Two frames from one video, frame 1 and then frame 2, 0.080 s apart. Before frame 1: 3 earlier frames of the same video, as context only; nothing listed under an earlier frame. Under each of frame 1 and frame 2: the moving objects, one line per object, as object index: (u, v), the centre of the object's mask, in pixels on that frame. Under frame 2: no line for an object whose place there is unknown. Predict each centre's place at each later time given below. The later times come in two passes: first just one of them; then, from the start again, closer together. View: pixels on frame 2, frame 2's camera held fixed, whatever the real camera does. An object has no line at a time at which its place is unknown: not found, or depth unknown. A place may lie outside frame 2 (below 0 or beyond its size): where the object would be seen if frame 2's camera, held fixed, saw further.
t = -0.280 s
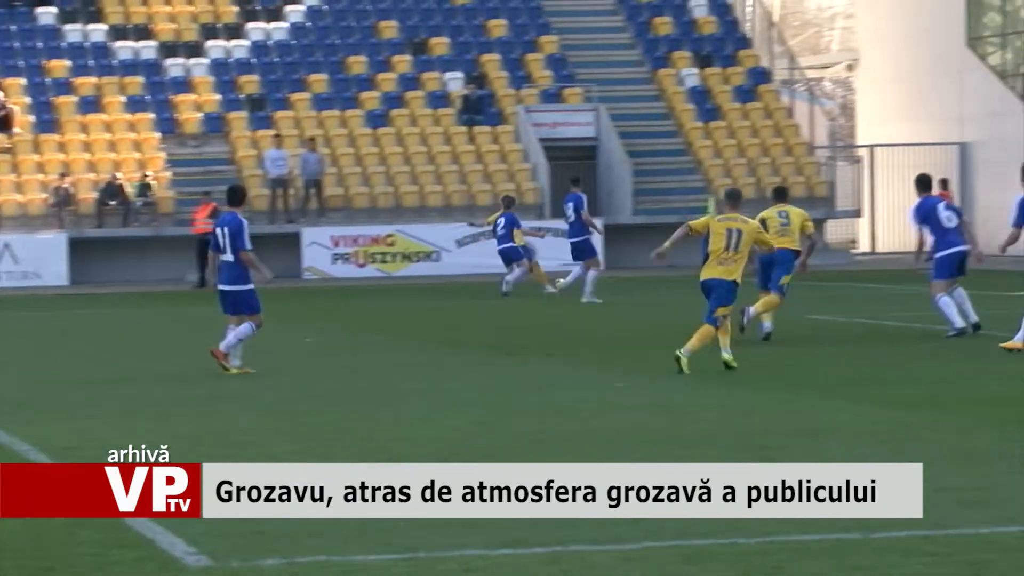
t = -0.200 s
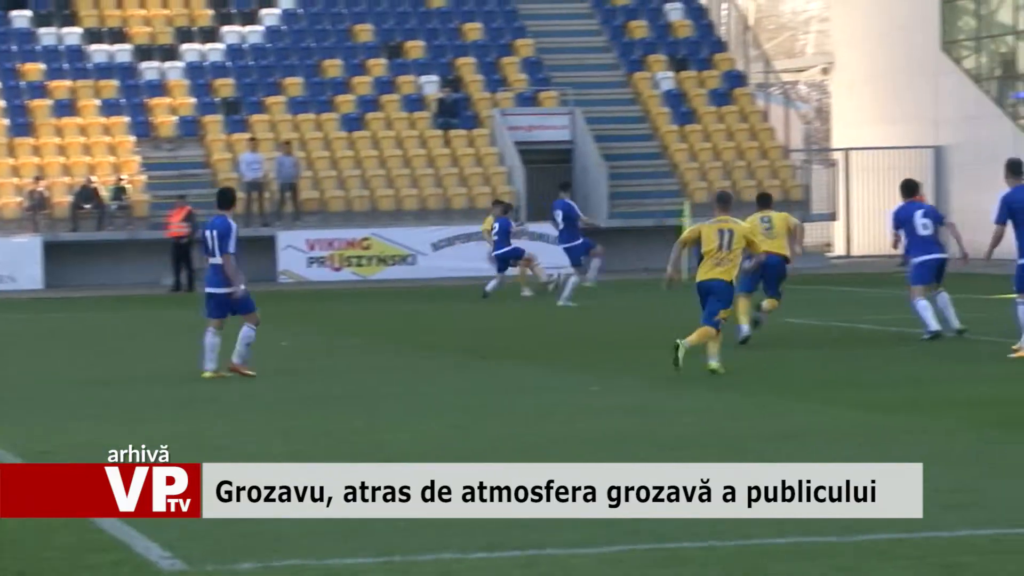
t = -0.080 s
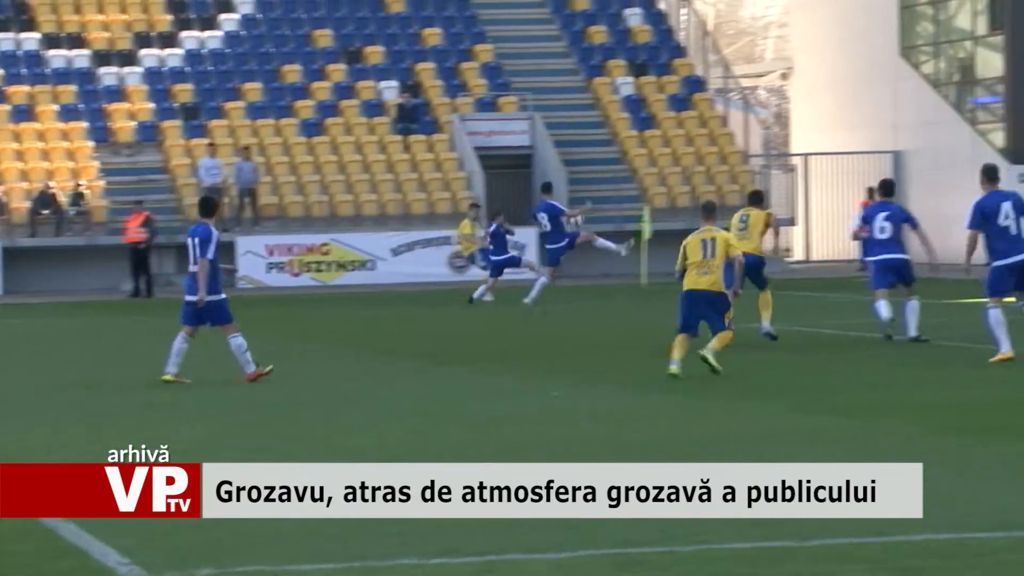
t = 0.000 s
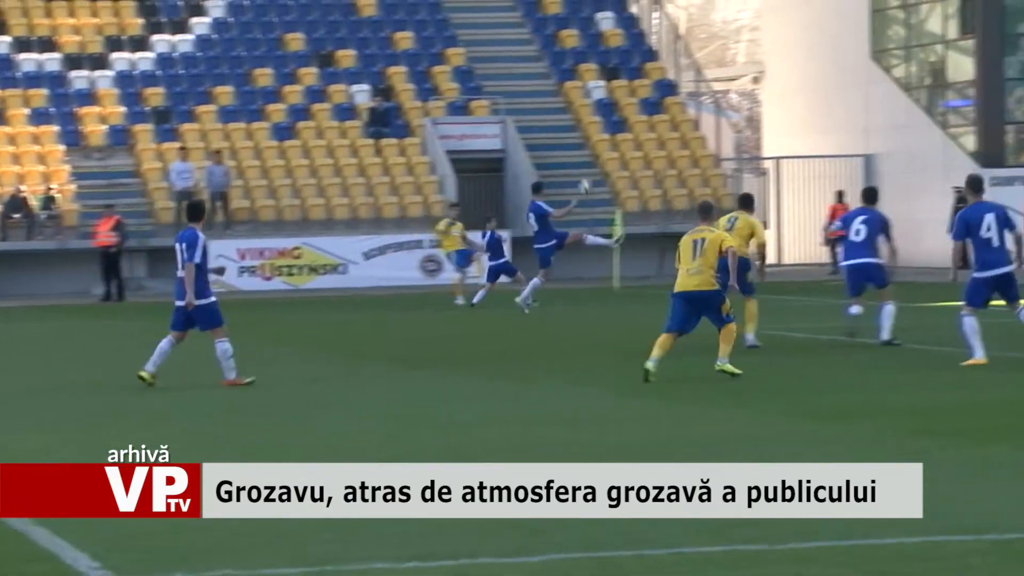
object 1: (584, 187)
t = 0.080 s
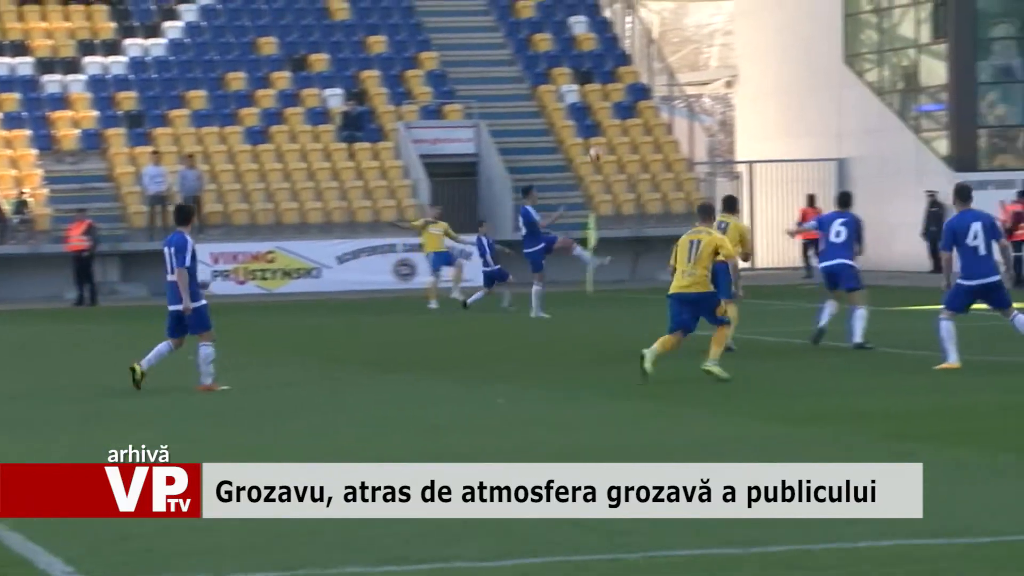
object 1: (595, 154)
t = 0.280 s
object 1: (677, 84)
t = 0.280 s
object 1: (677, 84)
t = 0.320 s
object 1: (693, 72)
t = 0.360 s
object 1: (708, 59)
